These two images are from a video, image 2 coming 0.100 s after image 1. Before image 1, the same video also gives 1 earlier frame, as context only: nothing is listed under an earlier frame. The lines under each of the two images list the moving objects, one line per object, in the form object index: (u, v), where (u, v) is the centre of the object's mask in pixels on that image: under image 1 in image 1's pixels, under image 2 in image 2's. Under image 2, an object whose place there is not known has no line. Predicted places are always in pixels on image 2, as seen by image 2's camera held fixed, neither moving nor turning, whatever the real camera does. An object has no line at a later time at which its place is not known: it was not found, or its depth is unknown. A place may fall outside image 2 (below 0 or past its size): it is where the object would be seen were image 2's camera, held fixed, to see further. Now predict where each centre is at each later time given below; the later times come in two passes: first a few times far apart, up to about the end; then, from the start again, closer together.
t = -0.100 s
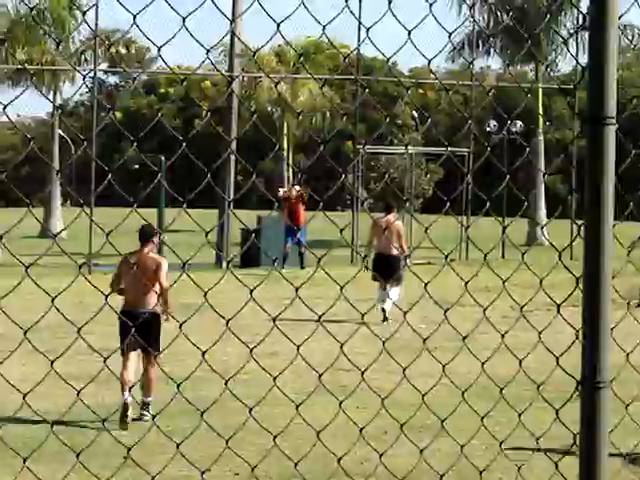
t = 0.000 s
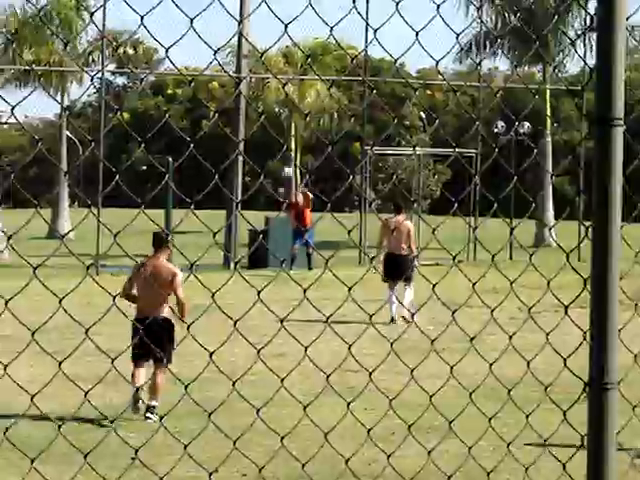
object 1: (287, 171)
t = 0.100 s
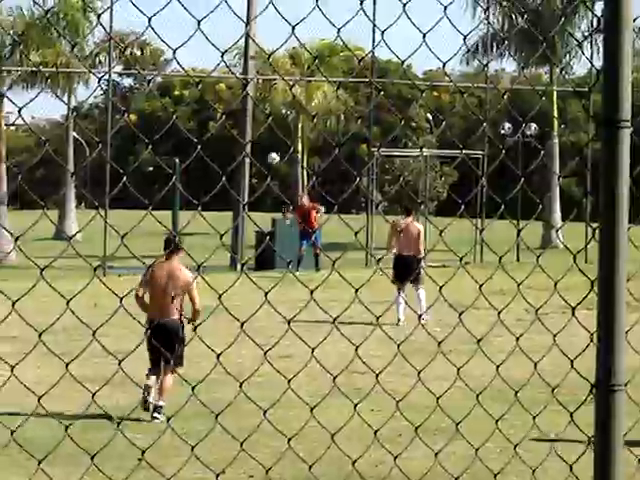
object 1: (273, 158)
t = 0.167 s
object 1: (258, 151)
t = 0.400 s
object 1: (203, 140)
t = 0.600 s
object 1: (150, 157)
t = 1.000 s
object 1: (18, 269)
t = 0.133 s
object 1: (265, 154)
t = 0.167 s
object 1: (258, 151)
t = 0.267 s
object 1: (234, 143)
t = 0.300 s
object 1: (226, 142)
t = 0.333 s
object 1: (218, 141)
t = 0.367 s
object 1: (210, 141)
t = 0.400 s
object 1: (203, 140)
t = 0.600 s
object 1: (150, 157)
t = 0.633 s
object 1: (140, 162)
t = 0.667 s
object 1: (131, 167)
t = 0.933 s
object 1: (41, 242)
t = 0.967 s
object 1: (29, 254)
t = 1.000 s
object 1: (18, 269)
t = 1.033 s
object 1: (7, 283)
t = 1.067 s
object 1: (-5, 299)
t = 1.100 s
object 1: (-15, 306)
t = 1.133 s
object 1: (-21, 298)
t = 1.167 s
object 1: (-28, 291)
